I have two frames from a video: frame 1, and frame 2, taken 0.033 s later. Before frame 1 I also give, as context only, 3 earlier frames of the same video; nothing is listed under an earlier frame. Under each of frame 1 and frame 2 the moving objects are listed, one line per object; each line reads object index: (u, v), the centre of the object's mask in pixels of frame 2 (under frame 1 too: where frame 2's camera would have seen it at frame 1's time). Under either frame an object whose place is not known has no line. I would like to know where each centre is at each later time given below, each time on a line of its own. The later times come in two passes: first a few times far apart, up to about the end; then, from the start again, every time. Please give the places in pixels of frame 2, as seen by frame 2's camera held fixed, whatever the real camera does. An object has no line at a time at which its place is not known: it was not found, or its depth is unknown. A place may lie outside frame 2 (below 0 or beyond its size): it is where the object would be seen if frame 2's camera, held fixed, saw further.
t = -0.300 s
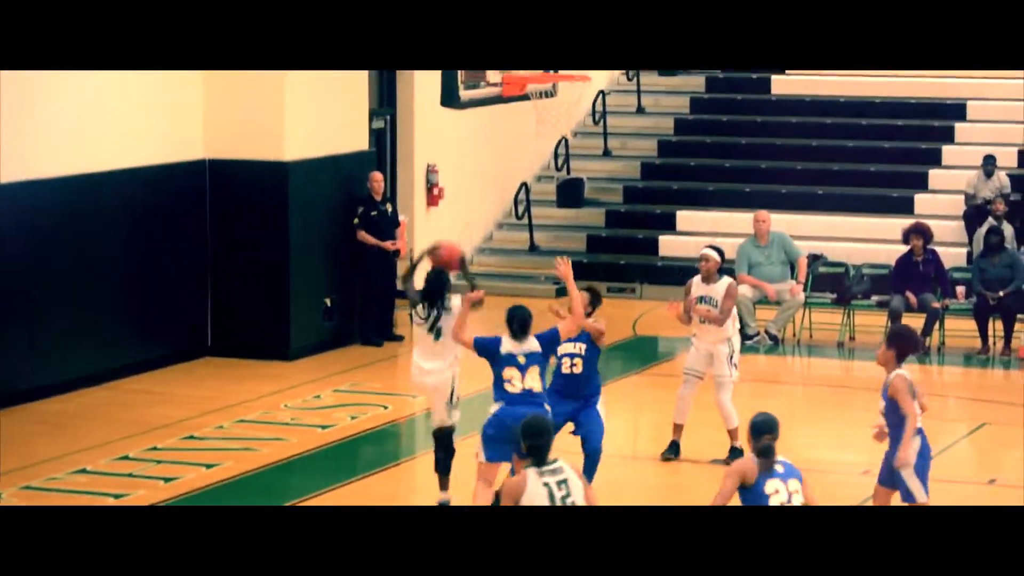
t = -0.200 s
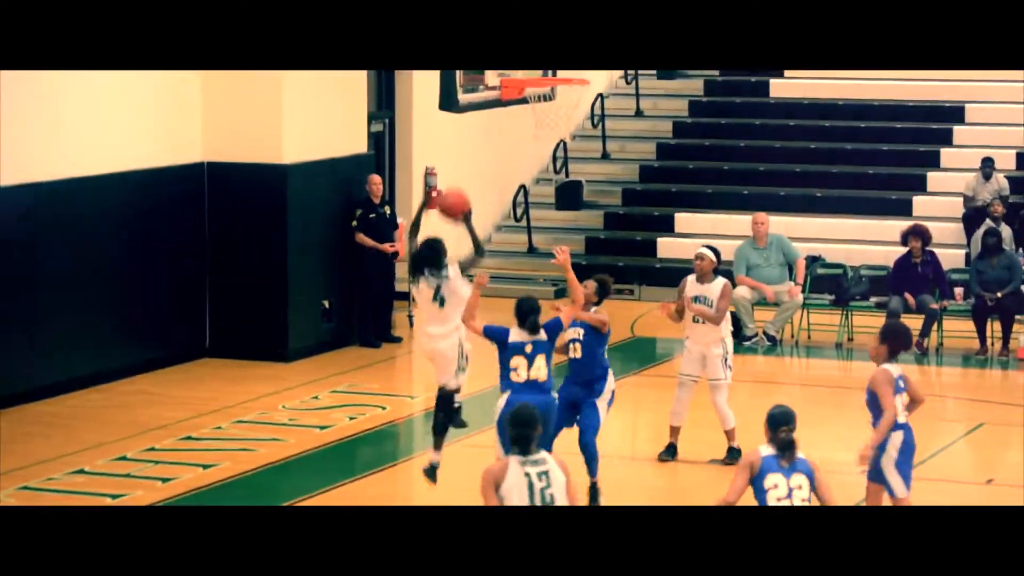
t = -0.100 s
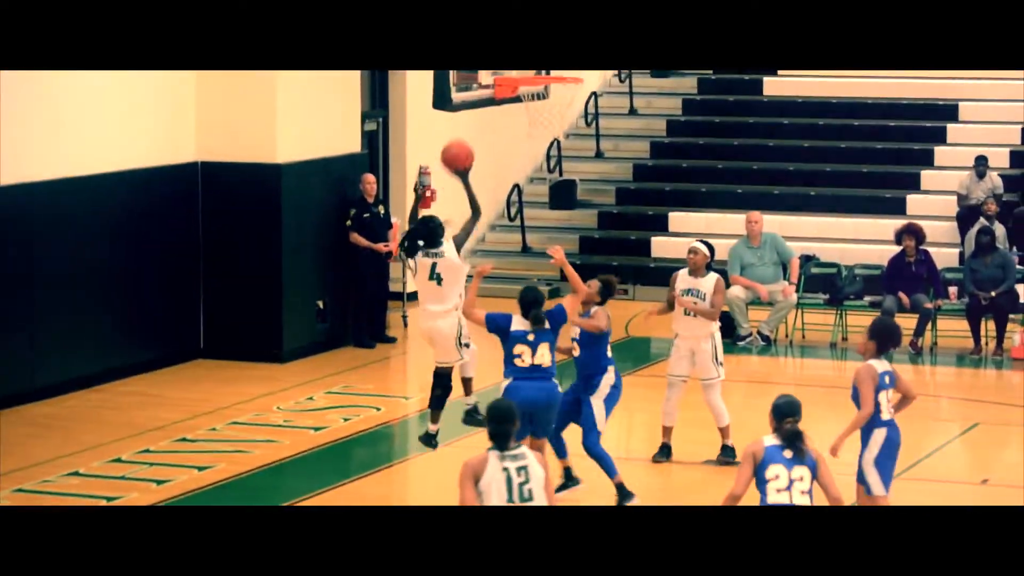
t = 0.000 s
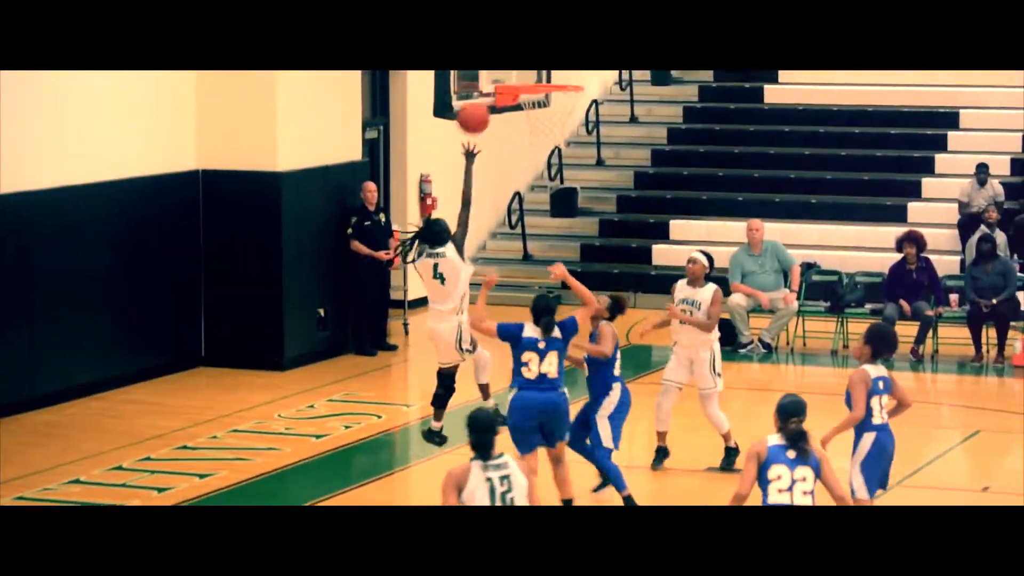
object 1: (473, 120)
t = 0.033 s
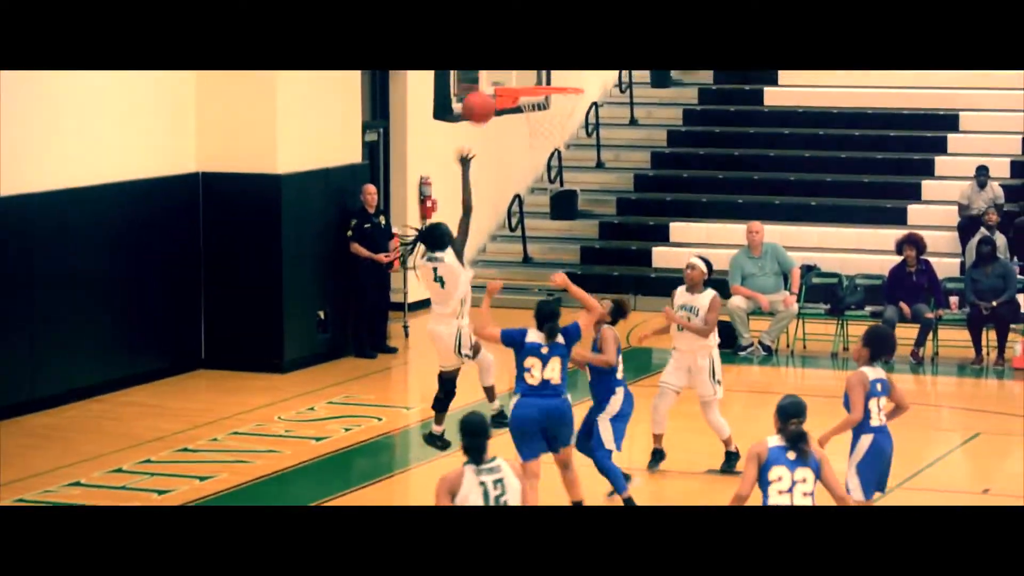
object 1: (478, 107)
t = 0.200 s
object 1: (505, 71)
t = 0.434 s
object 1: (541, 76)
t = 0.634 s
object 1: (566, 120)
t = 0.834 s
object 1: (562, 150)
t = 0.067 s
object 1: (483, 97)
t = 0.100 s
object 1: (488, 86)
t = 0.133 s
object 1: (494, 79)
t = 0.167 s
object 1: (500, 74)
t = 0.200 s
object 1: (505, 71)
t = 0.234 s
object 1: (510, 69)
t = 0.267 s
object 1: (516, 68)
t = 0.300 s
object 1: (521, 68)
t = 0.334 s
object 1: (526, 69)
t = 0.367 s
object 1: (532, 70)
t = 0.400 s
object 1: (537, 71)
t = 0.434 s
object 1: (541, 76)
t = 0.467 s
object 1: (547, 80)
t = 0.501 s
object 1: (552, 93)
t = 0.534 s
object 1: (557, 106)
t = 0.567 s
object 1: (561, 113)
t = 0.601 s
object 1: (564, 119)
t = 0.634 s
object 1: (566, 120)
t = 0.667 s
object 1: (565, 123)
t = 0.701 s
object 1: (565, 126)
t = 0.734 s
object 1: (564, 129)
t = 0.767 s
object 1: (564, 135)
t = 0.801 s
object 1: (563, 141)
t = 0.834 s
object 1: (562, 150)
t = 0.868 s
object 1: (561, 160)
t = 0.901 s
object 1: (560, 170)
